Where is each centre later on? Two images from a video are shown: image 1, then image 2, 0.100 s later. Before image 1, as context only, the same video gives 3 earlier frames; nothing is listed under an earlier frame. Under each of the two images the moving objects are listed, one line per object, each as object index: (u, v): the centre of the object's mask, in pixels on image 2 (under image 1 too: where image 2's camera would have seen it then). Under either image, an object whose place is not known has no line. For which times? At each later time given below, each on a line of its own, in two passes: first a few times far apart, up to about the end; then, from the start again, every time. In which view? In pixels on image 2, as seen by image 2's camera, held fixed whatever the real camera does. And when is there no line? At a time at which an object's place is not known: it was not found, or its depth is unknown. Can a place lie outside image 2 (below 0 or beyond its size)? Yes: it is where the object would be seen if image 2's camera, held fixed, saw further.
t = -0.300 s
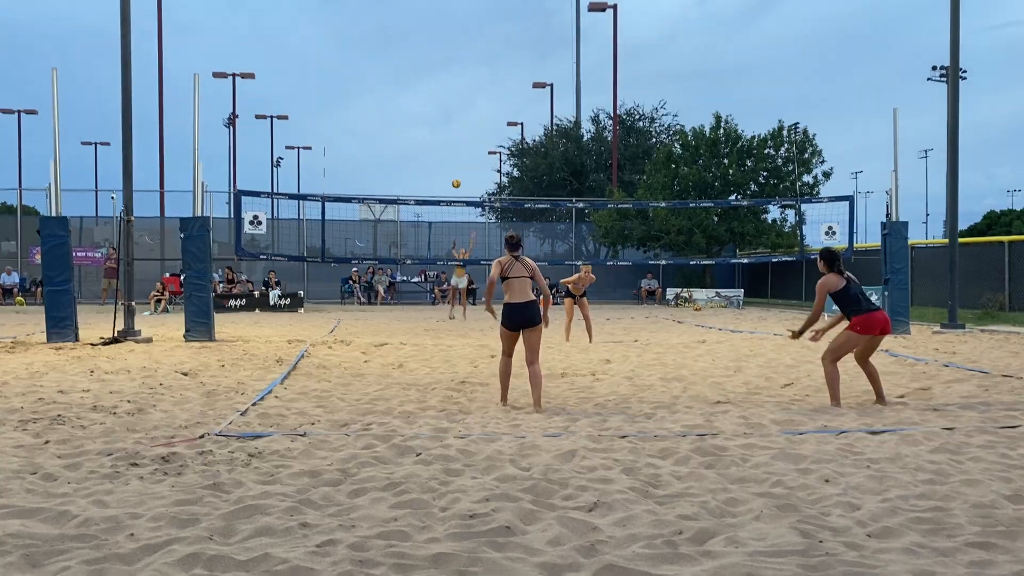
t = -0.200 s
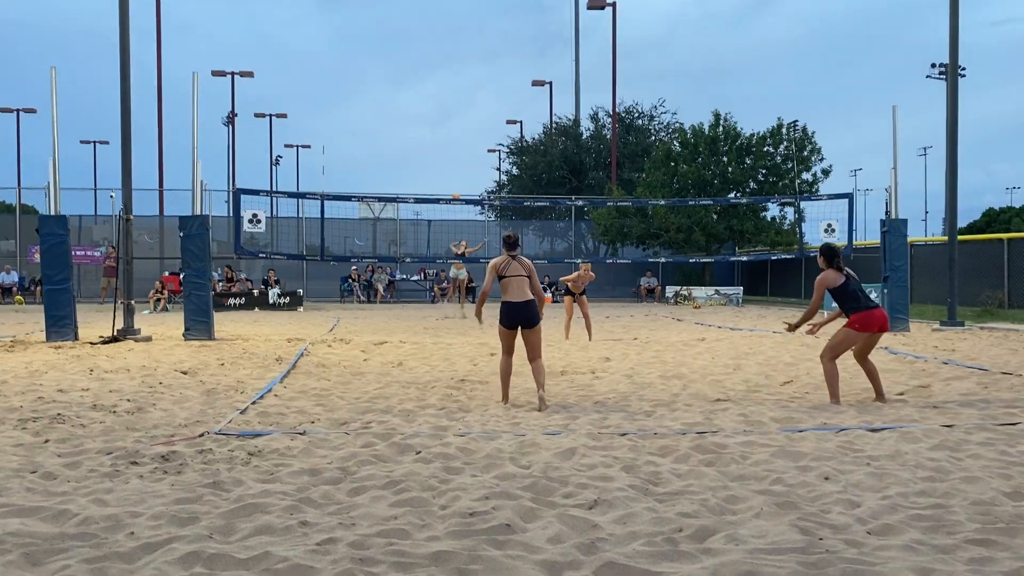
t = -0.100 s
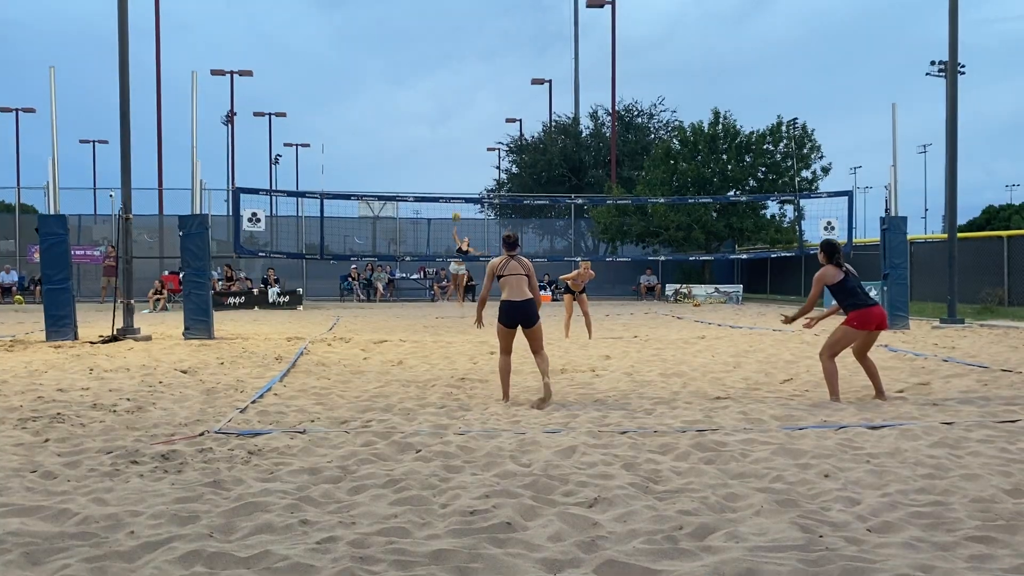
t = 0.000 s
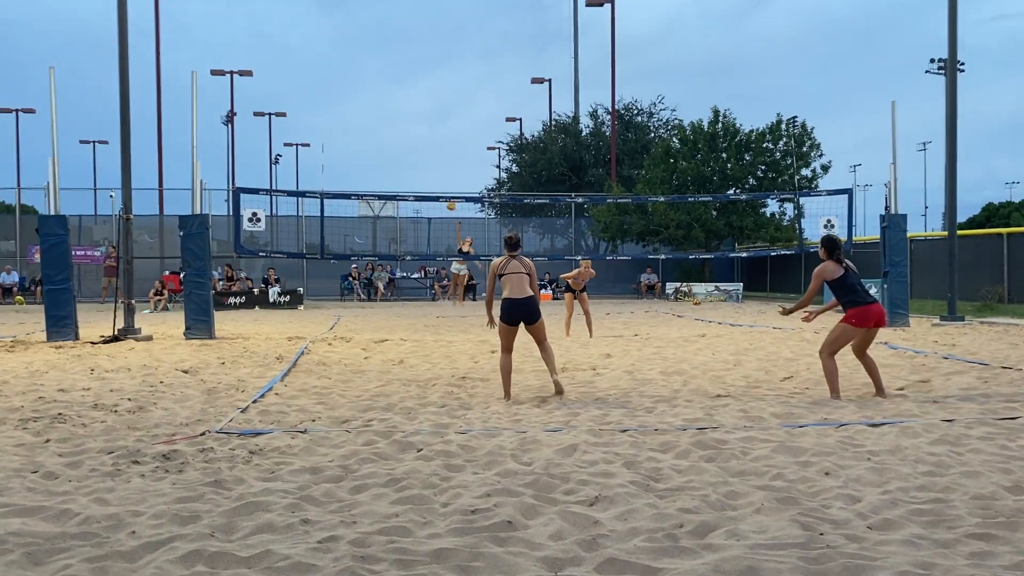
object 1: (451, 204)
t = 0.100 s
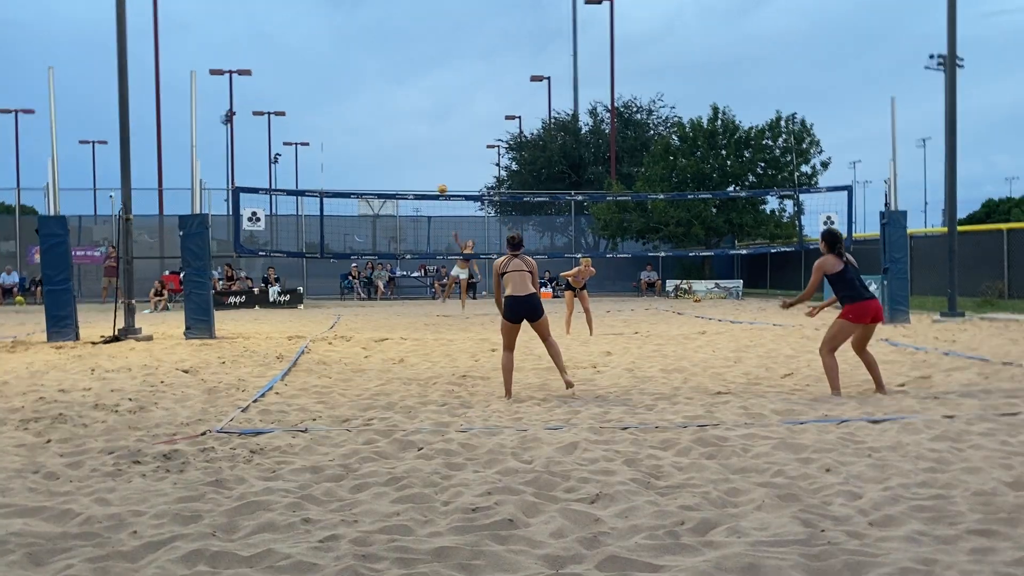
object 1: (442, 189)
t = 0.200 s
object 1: (432, 177)
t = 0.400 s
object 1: (409, 167)
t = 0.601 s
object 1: (378, 186)
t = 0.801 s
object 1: (331, 251)
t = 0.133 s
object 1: (439, 184)
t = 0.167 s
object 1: (436, 180)
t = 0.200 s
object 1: (432, 177)
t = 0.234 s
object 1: (429, 174)
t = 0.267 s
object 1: (425, 171)
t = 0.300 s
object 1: (421, 169)
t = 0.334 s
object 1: (417, 168)
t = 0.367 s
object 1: (413, 167)
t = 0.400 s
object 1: (409, 167)
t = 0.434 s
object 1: (404, 168)
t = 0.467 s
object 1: (400, 170)
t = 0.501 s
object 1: (395, 173)
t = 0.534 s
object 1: (389, 176)
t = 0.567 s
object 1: (384, 180)
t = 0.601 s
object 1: (378, 186)
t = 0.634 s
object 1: (371, 194)
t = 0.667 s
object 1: (365, 201)
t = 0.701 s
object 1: (357, 212)
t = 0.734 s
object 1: (349, 223)
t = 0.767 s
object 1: (341, 236)
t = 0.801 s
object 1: (331, 251)
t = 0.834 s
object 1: (322, 269)
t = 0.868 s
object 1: (312, 287)
